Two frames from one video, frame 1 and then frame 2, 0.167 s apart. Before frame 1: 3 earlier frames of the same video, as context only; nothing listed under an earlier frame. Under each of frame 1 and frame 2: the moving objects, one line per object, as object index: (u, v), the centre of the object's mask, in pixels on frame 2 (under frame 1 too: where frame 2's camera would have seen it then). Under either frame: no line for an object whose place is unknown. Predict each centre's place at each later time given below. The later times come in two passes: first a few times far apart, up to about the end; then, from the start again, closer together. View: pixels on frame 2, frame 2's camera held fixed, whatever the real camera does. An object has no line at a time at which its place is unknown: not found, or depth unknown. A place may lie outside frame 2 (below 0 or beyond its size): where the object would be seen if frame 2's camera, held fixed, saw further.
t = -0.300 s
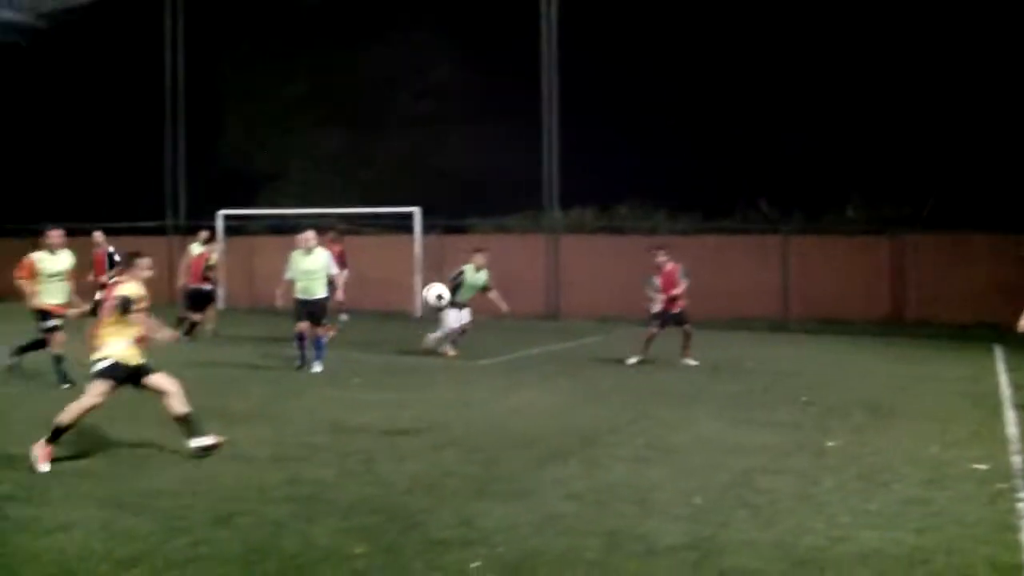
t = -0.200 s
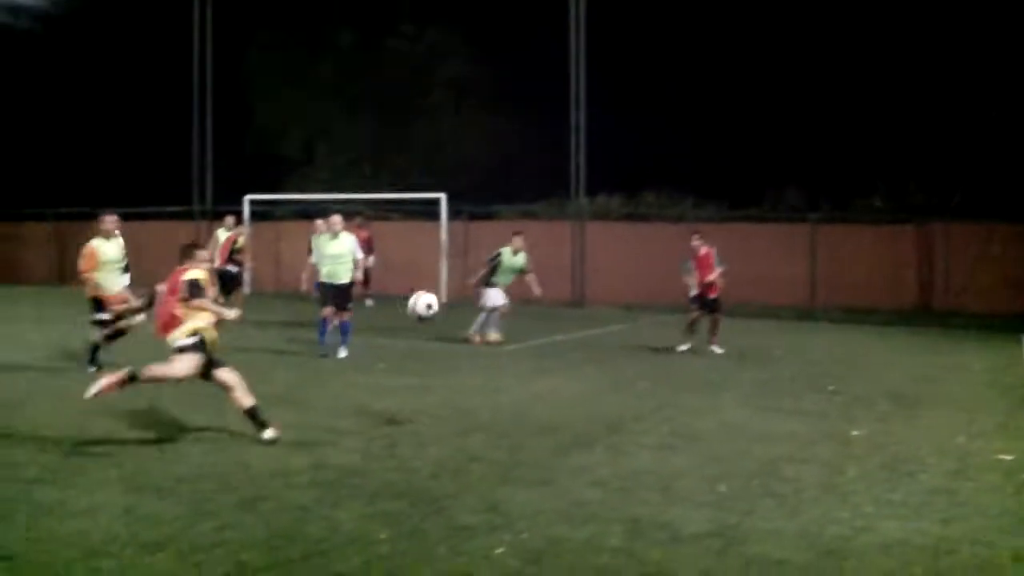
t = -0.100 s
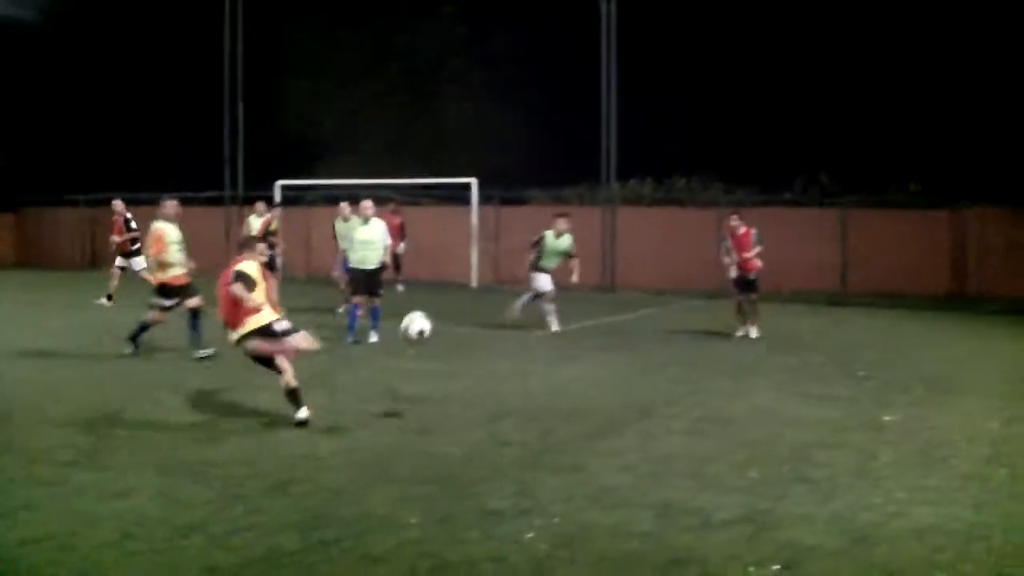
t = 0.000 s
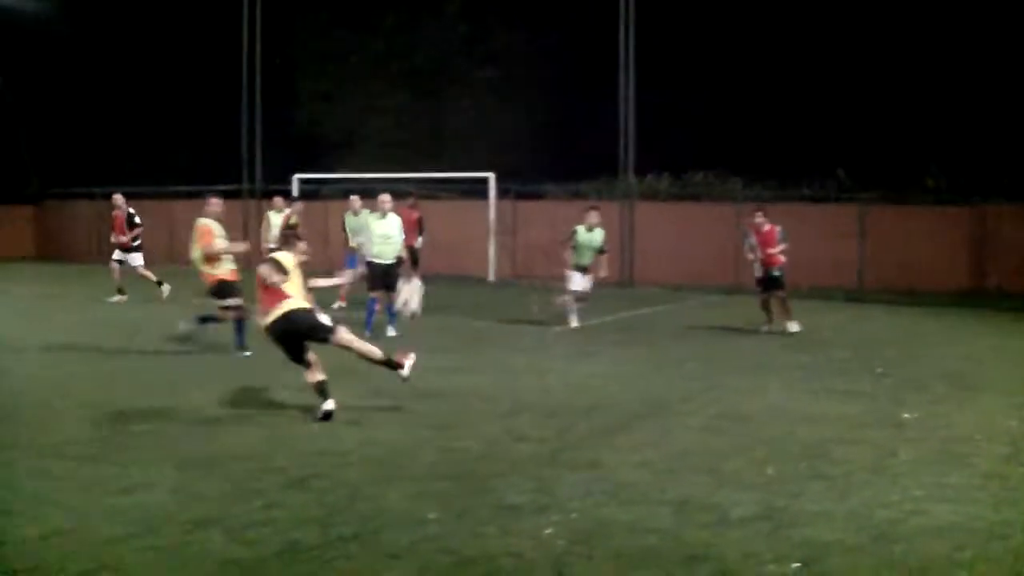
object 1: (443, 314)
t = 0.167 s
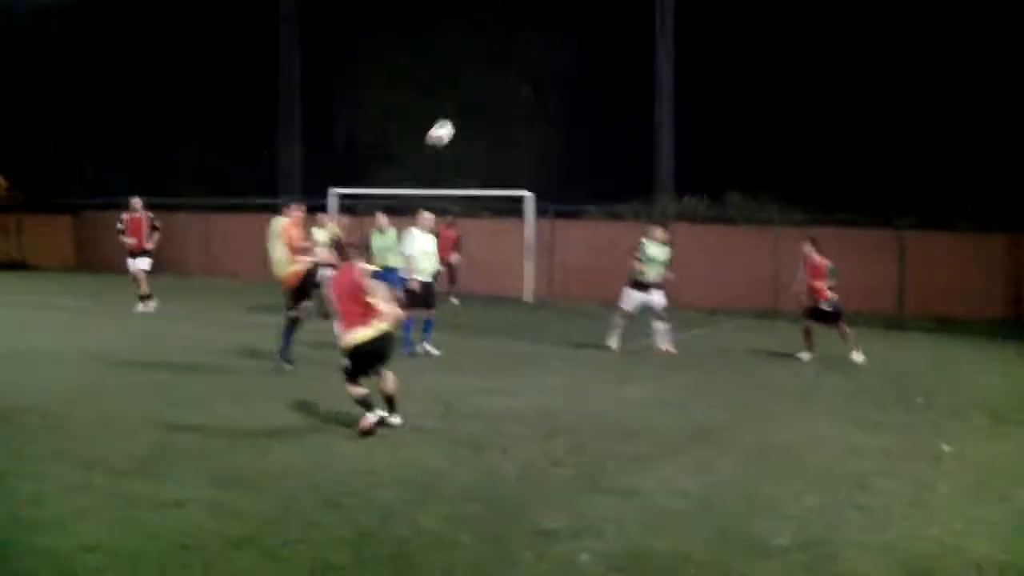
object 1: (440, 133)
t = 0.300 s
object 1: (436, 47)
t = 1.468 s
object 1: (358, 2)
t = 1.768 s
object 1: (338, 65)
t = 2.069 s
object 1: (316, 128)
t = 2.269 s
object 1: (298, 187)
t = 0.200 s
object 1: (440, 108)
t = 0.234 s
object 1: (439, 85)
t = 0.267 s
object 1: (437, 65)
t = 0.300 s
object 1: (436, 47)
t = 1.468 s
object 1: (358, 2)
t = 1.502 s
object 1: (357, 9)
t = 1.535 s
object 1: (354, 15)
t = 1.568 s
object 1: (353, 21)
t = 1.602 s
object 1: (350, 29)
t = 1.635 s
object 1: (348, 37)
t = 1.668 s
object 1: (345, 44)
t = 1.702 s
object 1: (342, 51)
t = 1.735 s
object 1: (340, 58)
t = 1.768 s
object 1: (338, 65)
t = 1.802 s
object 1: (336, 71)
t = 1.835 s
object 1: (334, 78)
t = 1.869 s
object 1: (332, 84)
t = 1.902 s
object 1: (330, 91)
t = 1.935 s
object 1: (327, 98)
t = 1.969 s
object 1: (324, 104)
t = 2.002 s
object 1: (321, 112)
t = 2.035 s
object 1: (318, 120)
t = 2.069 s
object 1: (316, 128)
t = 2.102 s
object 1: (312, 137)
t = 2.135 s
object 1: (310, 146)
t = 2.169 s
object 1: (307, 156)
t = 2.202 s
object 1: (303, 165)
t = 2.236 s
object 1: (300, 176)
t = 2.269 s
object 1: (298, 187)
